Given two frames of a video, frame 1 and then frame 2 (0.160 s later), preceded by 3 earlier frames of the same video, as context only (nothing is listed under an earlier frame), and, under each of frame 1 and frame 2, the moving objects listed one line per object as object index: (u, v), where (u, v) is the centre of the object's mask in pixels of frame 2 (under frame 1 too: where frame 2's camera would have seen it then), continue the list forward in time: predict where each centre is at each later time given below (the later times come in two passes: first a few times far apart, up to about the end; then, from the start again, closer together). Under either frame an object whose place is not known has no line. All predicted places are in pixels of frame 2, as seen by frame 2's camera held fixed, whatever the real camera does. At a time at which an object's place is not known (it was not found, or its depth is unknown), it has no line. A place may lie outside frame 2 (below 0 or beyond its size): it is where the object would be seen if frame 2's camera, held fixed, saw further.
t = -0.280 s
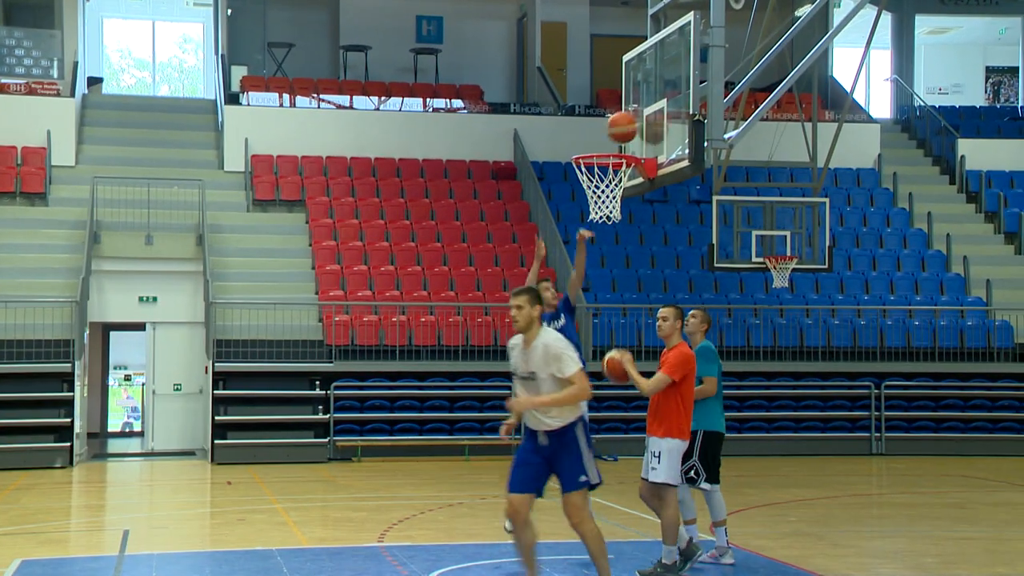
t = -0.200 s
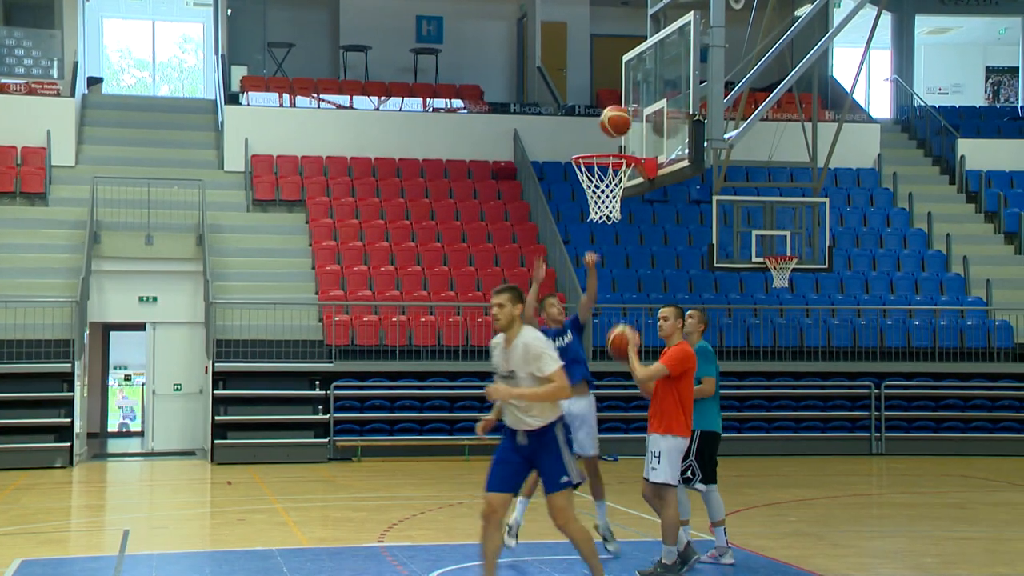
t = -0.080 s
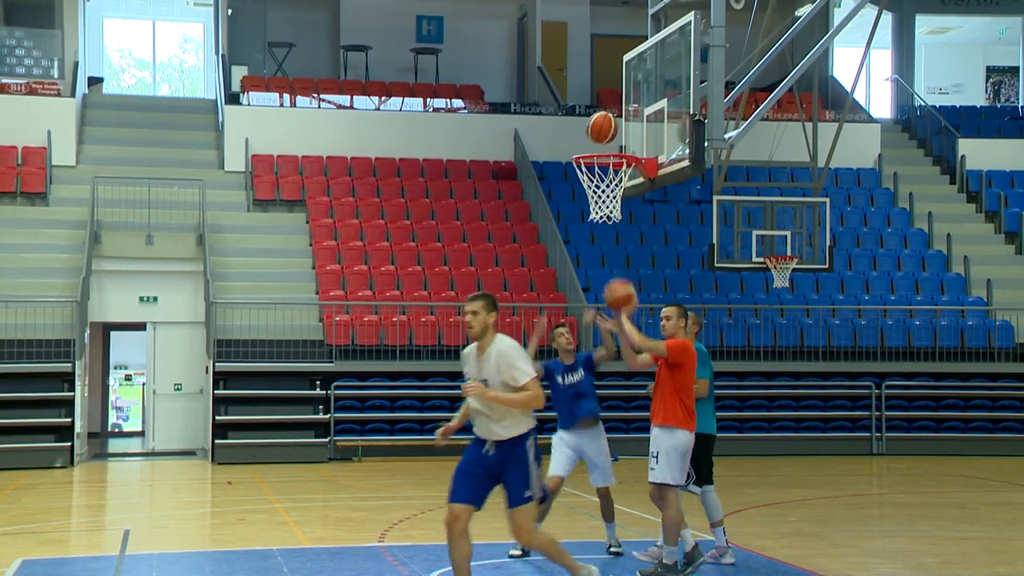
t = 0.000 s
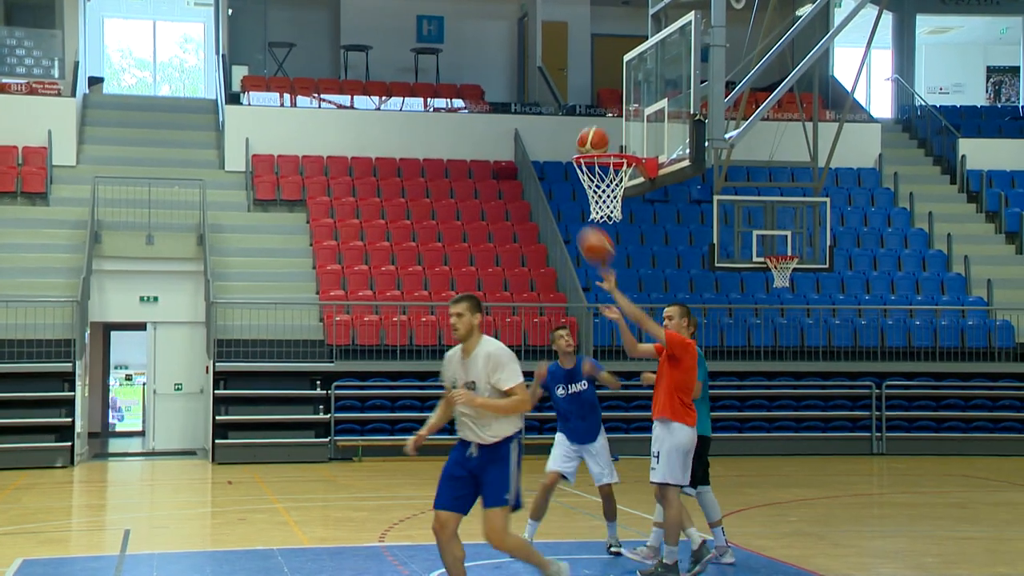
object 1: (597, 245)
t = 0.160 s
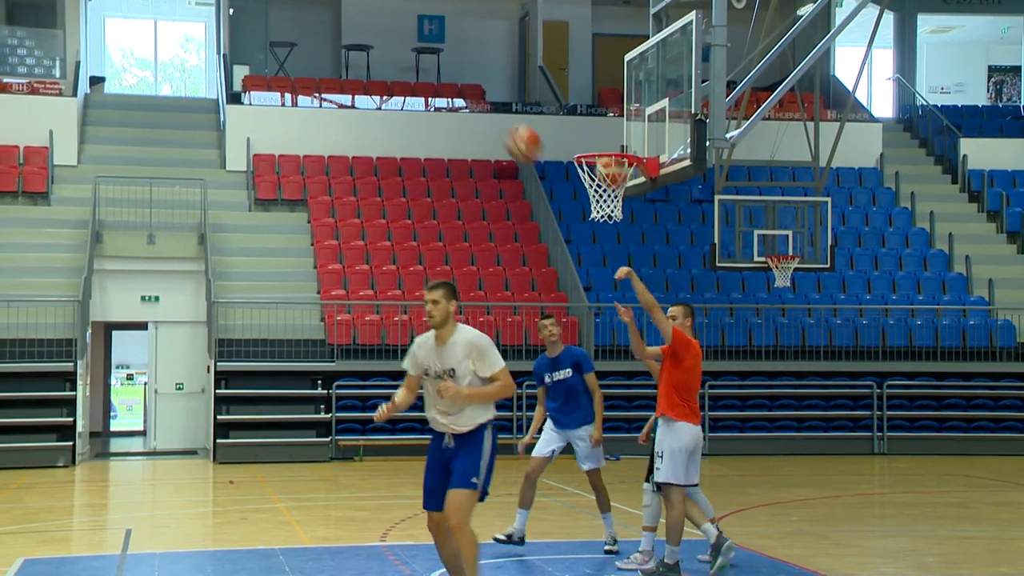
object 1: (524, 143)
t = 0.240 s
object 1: (484, 102)
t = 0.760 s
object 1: (176, 44)
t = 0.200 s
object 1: (504, 122)
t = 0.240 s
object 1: (484, 102)
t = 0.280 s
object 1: (465, 84)
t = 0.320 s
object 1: (443, 69)
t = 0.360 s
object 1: (421, 55)
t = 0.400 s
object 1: (398, 43)
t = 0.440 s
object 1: (377, 33)
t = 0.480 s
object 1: (354, 26)
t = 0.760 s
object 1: (176, 44)
